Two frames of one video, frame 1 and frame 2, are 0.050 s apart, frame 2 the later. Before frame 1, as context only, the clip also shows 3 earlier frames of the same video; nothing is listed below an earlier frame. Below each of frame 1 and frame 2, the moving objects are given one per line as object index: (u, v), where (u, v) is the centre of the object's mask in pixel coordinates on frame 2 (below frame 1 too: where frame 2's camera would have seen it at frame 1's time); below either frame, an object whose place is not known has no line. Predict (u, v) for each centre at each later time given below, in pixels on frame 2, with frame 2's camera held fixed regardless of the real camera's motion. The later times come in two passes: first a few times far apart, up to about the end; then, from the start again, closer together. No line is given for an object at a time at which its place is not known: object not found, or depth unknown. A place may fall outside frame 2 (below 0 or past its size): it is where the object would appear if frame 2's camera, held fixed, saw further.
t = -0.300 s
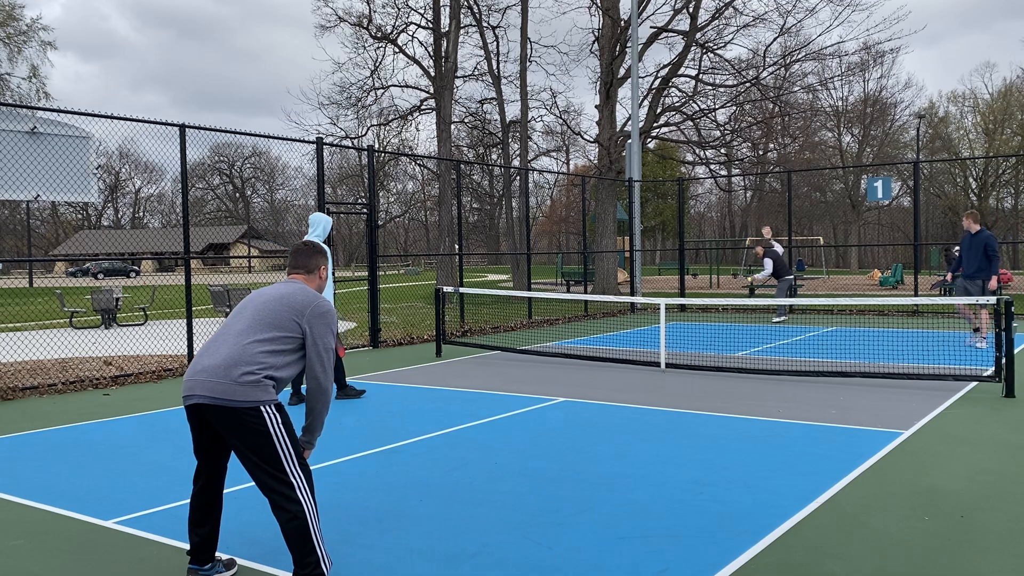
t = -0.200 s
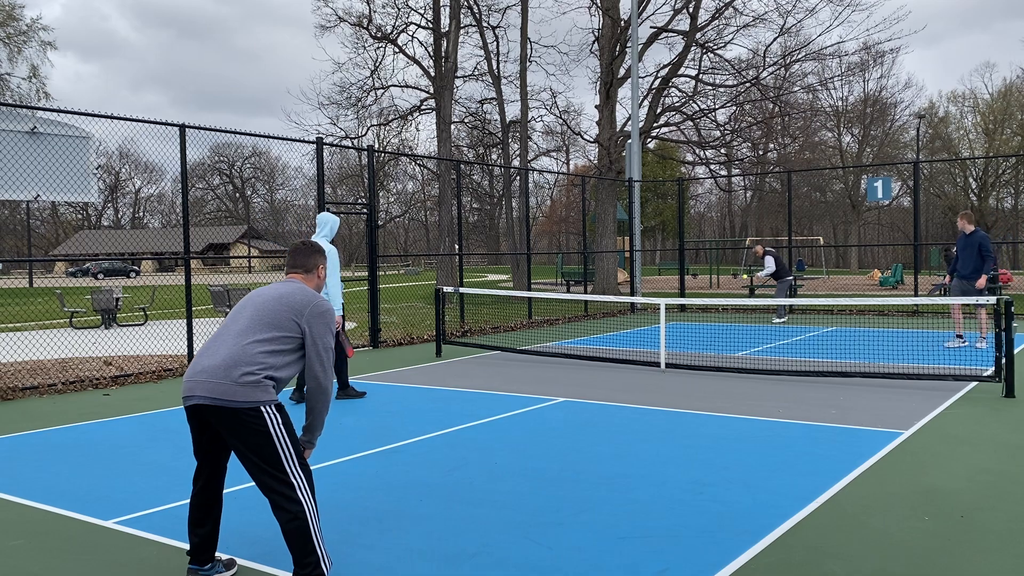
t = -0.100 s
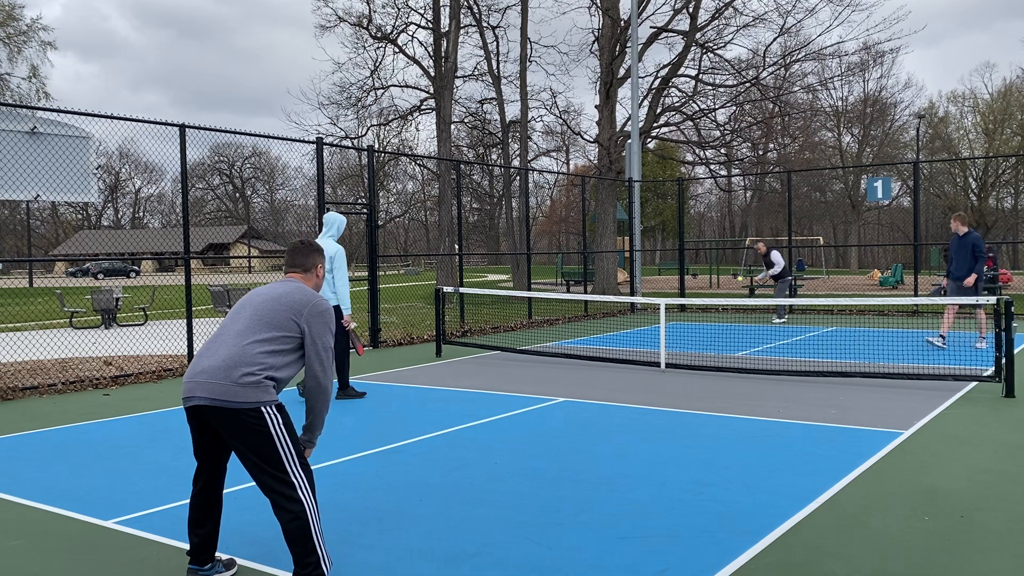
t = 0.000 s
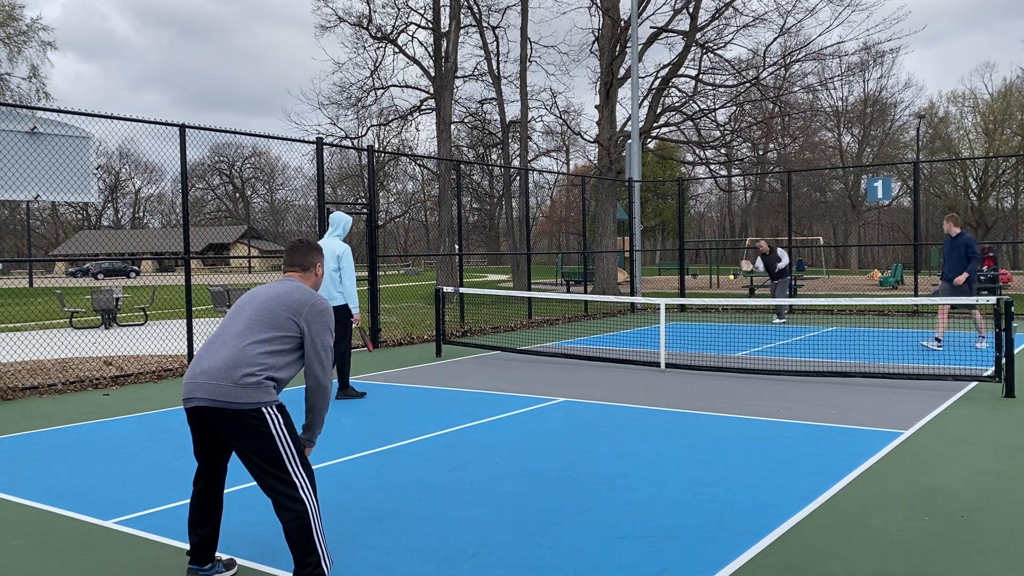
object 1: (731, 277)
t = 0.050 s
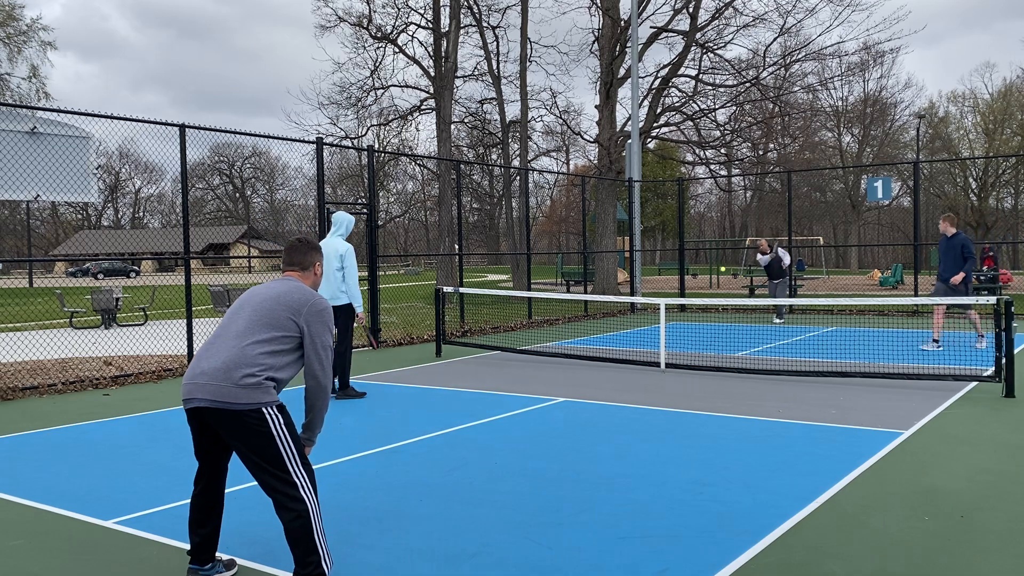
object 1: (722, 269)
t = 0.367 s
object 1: (638, 269)
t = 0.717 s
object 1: (425, 455)
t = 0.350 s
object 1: (644, 266)
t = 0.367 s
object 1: (638, 269)
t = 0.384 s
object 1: (631, 273)
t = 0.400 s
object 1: (624, 277)
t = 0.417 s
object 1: (617, 281)
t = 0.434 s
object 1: (610, 286)
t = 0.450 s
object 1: (603, 291)
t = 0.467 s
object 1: (594, 298)
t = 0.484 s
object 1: (586, 304)
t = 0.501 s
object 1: (577, 312)
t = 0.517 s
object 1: (568, 320)
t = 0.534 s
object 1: (559, 330)
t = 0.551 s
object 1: (549, 340)
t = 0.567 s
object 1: (539, 351)
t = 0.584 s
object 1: (528, 363)
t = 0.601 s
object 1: (516, 376)
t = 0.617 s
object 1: (504, 389)
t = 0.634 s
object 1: (492, 405)
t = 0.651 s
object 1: (478, 423)
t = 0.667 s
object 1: (464, 441)
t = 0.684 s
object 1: (449, 461)
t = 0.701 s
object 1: (437, 459)
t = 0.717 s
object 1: (425, 455)
